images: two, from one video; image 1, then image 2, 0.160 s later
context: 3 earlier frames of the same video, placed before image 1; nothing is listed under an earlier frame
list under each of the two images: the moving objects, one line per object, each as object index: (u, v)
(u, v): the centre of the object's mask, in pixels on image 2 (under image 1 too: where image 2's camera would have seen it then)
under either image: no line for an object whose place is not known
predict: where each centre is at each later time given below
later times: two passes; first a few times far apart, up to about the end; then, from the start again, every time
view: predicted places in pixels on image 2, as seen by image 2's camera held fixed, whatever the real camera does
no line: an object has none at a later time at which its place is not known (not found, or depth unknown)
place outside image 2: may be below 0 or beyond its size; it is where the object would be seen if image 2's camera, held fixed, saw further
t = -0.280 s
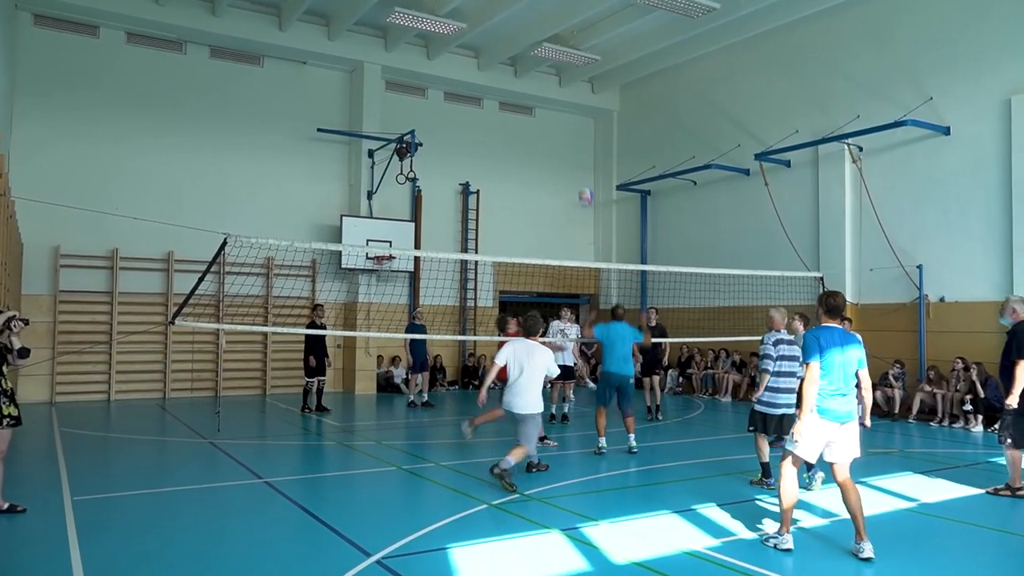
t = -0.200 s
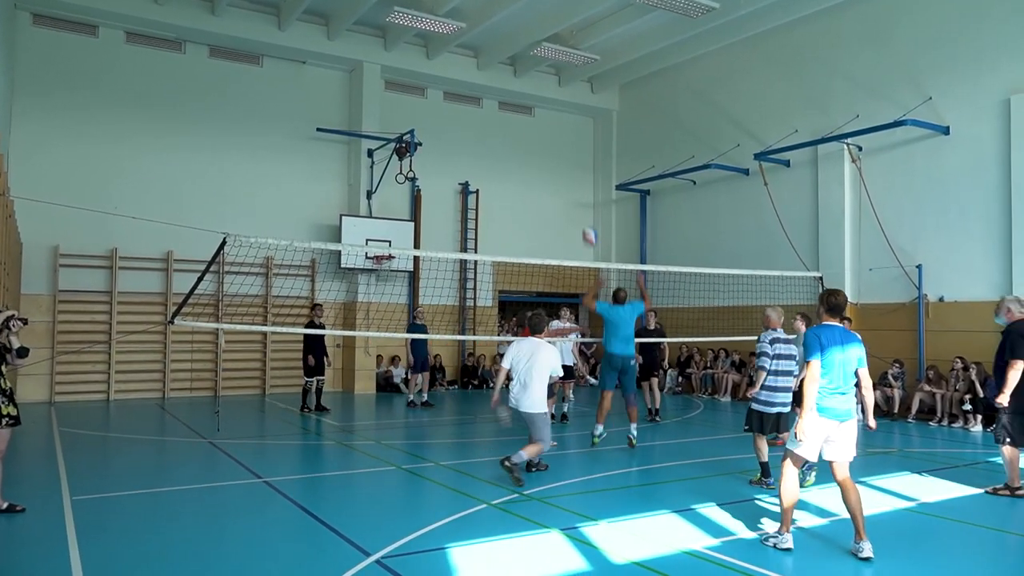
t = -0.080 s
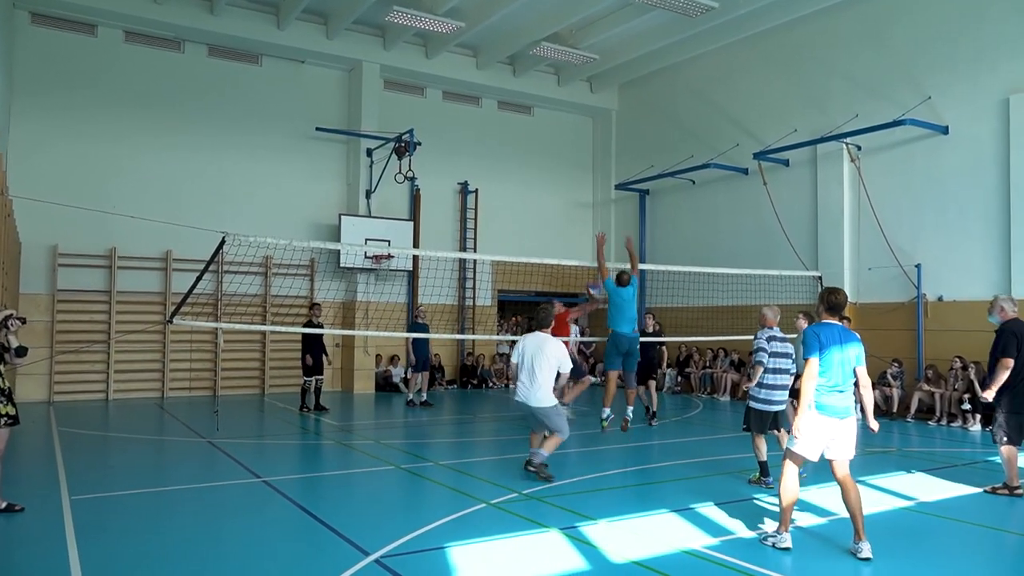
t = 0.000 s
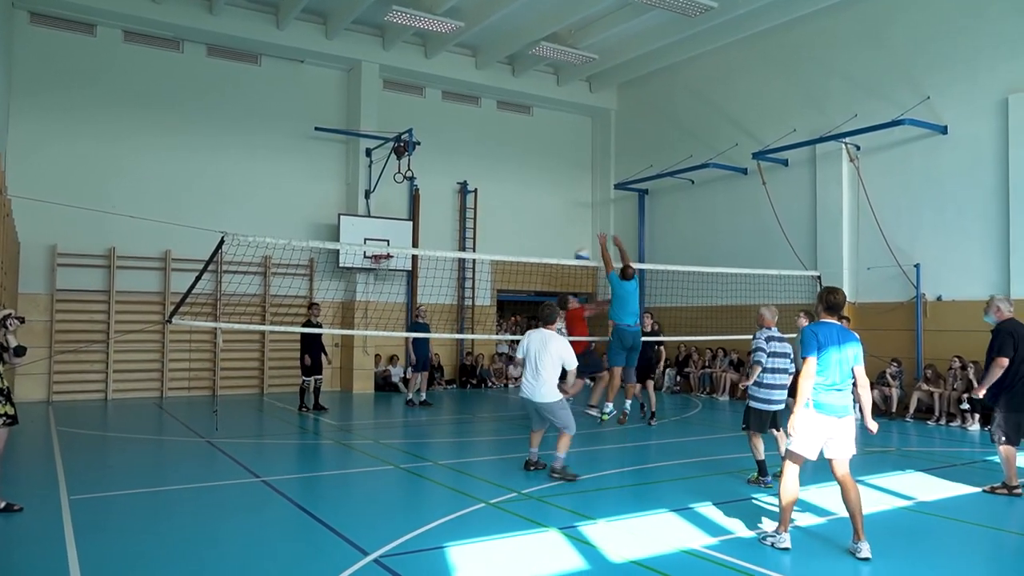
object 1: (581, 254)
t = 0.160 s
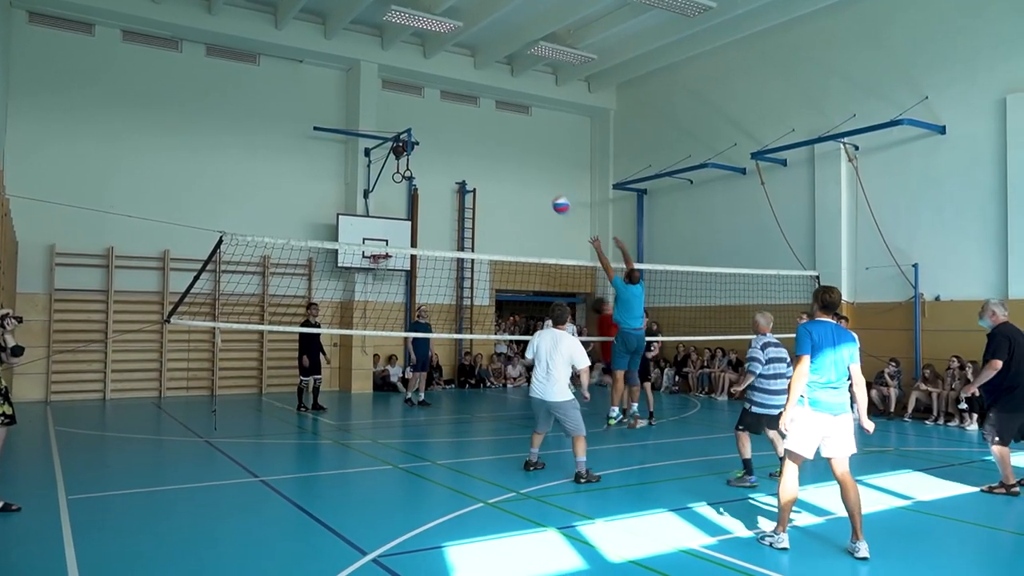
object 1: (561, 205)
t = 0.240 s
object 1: (550, 185)
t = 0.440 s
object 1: (519, 155)
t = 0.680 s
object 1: (477, 164)
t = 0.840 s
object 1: (445, 203)
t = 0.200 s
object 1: (556, 195)
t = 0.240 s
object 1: (550, 185)
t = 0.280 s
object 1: (544, 177)
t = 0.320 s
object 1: (538, 169)
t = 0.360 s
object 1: (532, 164)
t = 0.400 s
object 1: (526, 159)
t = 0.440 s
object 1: (519, 155)
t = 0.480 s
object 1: (512, 153)
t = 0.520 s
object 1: (506, 152)
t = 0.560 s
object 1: (499, 153)
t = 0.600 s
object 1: (492, 155)
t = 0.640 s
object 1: (484, 158)
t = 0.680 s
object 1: (477, 164)
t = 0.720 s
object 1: (469, 171)
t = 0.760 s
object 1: (461, 180)
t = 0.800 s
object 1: (453, 190)
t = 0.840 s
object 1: (445, 203)
